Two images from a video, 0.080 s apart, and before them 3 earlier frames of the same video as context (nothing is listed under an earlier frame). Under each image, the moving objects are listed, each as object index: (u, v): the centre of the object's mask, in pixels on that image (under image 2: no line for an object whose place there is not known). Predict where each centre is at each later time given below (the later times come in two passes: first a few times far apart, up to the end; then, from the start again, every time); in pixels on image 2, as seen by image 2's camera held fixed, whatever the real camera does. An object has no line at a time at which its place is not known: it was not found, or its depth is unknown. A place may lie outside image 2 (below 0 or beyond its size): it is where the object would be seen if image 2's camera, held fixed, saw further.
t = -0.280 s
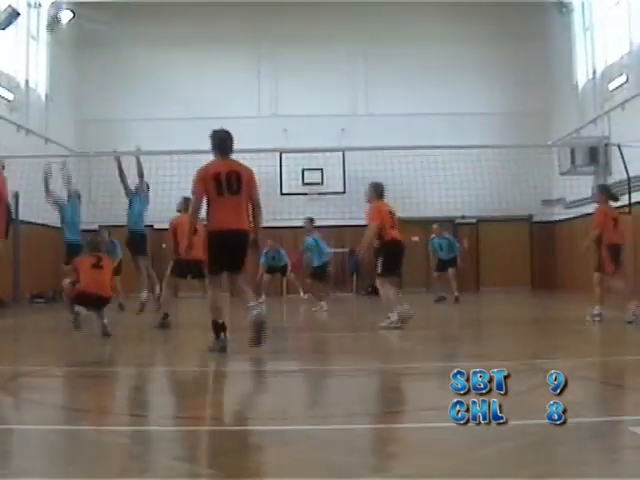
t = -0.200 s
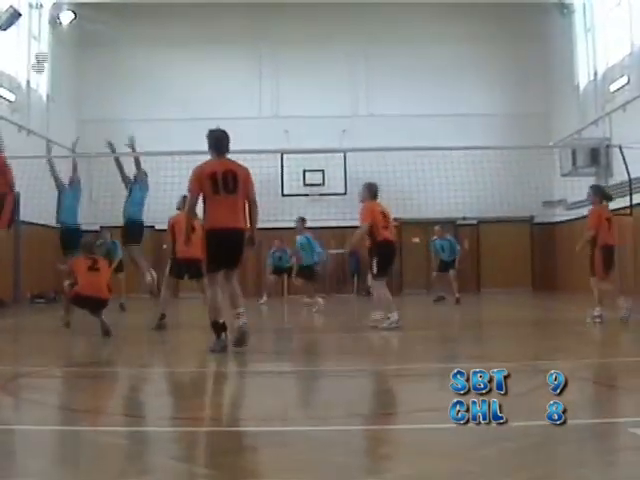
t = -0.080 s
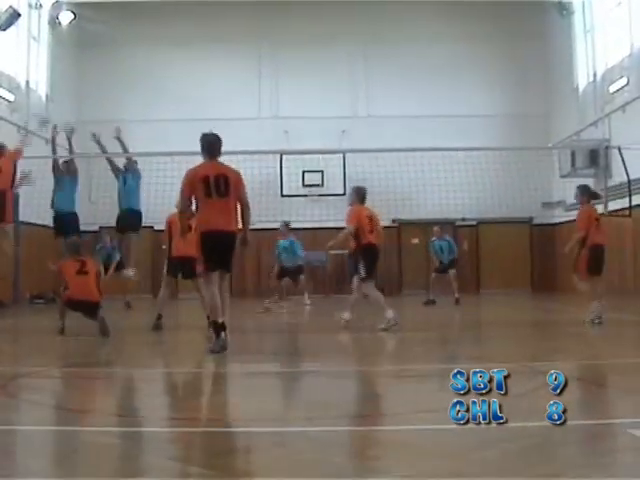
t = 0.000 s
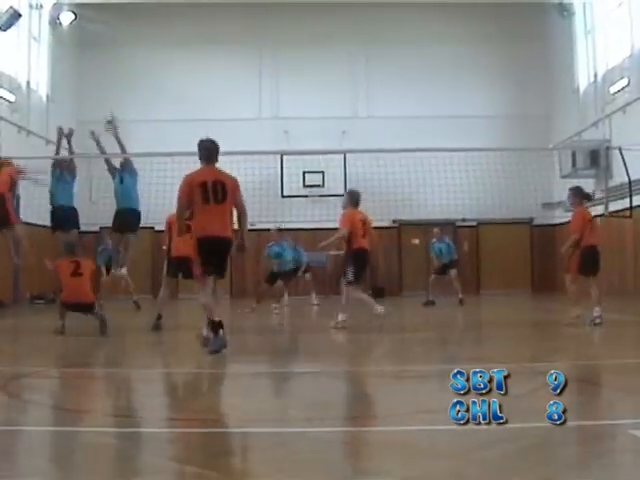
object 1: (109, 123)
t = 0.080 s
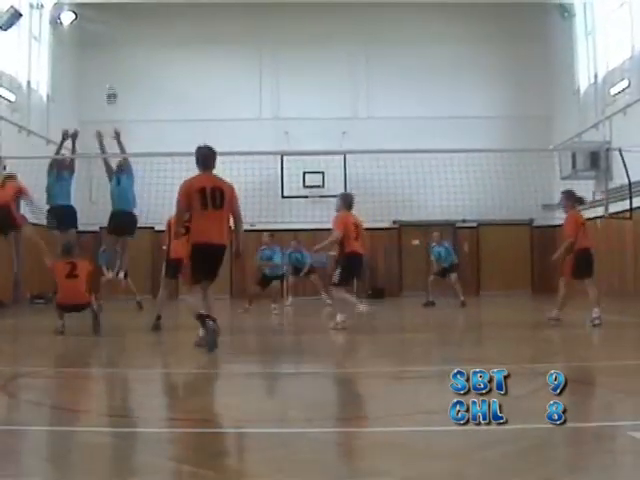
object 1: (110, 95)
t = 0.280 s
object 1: (111, 45)
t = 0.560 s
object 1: (112, 20)
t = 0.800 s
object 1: (112, 42)
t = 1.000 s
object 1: (114, 95)
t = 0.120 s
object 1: (111, 84)
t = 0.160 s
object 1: (111, 72)
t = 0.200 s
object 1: (110, 62)
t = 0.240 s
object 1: (110, 52)
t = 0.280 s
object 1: (111, 45)
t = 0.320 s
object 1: (110, 39)
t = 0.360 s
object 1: (111, 32)
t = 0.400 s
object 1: (112, 29)
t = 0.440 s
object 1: (112, 25)
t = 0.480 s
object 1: (112, 22)
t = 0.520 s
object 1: (112, 21)
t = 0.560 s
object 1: (112, 20)
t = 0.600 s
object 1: (113, 21)
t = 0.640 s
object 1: (113, 22)
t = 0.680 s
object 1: (112, 26)
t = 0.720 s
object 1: (113, 30)
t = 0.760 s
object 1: (112, 35)
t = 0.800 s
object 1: (112, 42)
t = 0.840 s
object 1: (113, 50)
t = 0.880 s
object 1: (113, 59)
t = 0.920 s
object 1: (113, 71)
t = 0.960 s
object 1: (113, 81)
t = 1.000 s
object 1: (114, 95)
